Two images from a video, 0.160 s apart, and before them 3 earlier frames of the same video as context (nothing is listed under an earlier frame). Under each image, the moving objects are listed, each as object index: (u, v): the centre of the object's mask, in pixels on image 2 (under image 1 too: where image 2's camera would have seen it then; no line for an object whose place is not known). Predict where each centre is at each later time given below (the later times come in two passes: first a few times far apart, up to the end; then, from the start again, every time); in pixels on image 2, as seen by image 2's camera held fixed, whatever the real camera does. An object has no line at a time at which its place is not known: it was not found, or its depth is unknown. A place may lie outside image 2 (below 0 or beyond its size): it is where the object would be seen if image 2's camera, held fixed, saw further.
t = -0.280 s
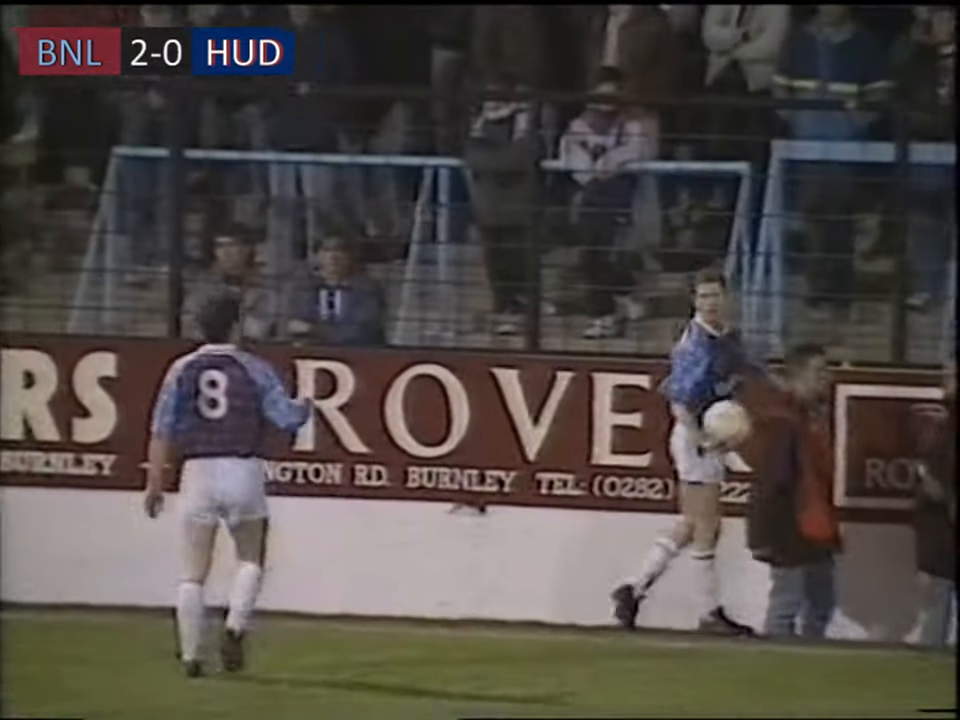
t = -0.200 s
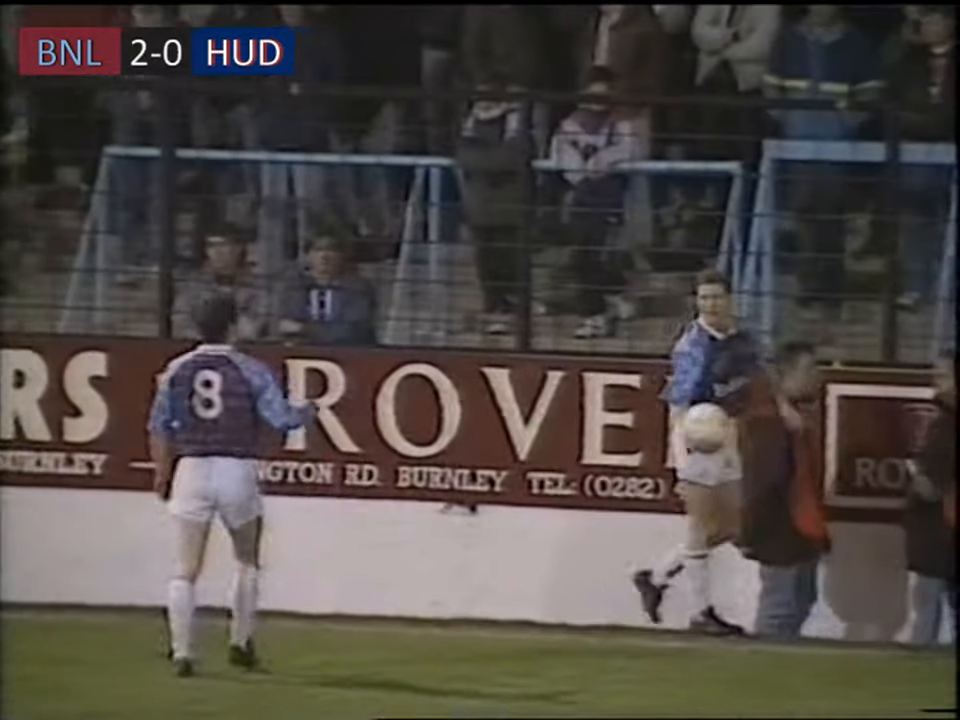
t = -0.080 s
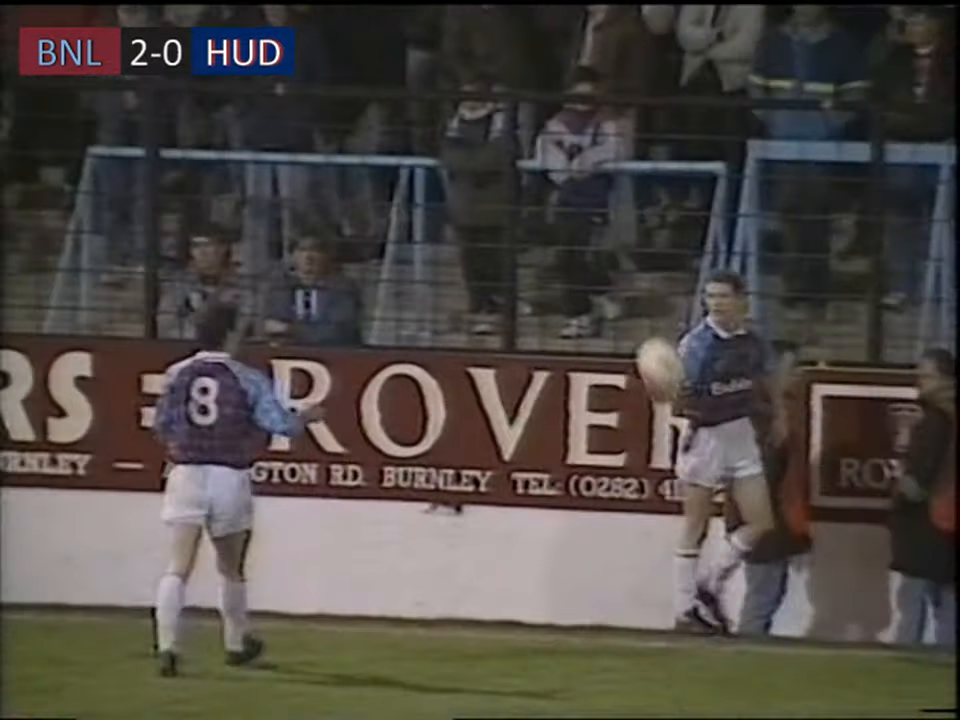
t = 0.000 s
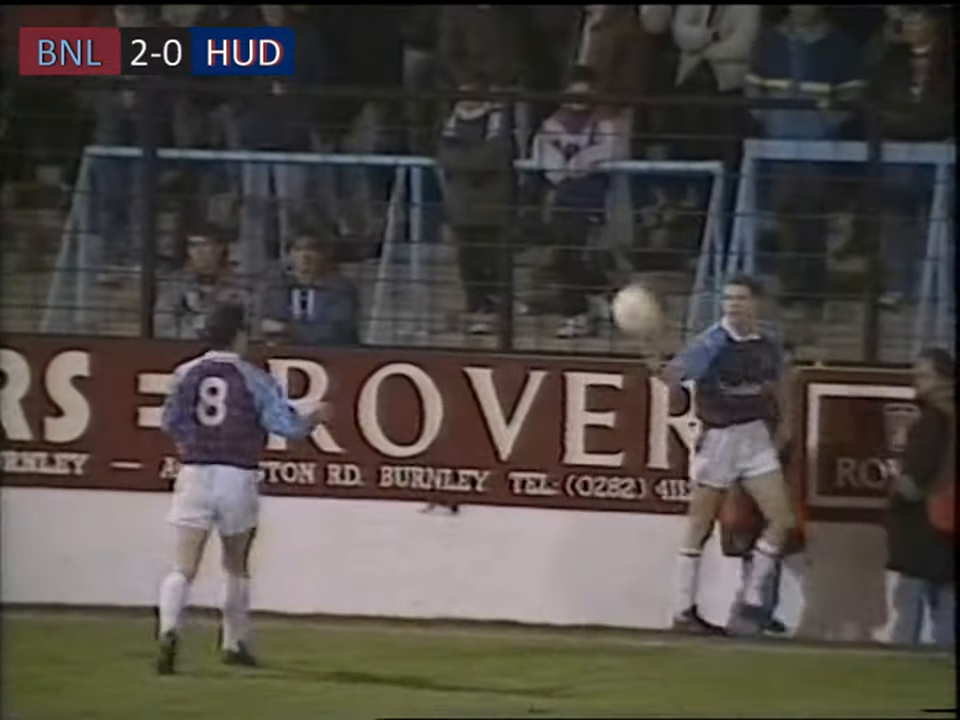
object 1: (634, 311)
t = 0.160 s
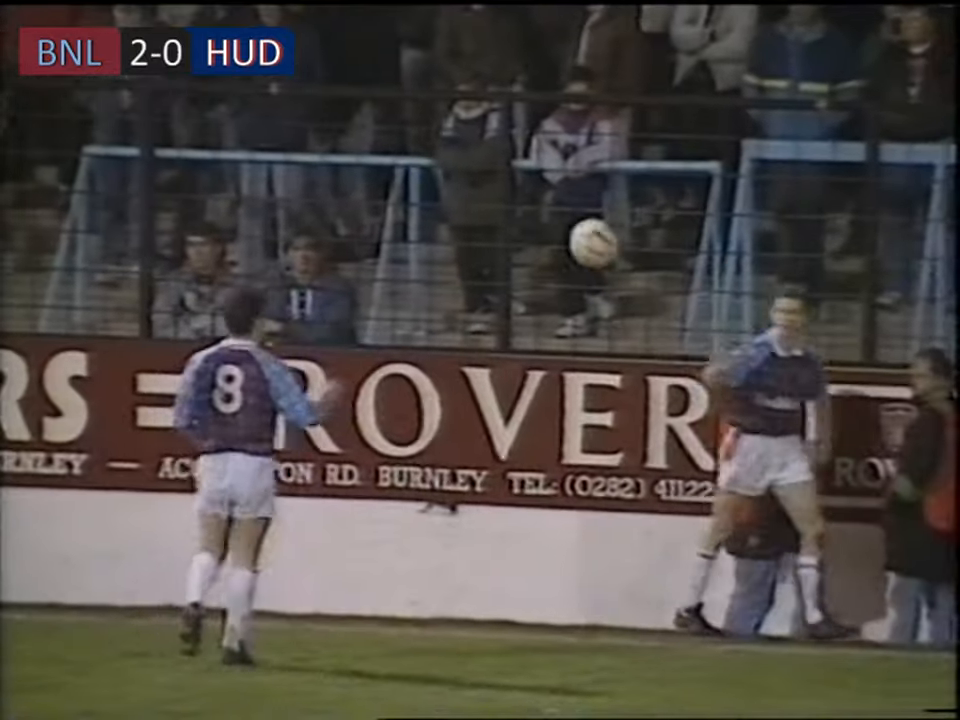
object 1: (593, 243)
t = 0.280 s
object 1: (560, 225)
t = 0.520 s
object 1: (496, 277)
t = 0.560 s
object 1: (488, 297)
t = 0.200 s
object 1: (581, 234)
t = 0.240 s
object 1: (570, 228)
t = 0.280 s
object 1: (560, 225)
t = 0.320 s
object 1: (549, 226)
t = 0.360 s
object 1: (539, 230)
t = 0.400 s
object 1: (528, 236)
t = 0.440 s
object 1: (521, 247)
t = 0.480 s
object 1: (511, 261)
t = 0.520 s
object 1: (496, 277)
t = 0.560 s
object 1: (488, 297)
